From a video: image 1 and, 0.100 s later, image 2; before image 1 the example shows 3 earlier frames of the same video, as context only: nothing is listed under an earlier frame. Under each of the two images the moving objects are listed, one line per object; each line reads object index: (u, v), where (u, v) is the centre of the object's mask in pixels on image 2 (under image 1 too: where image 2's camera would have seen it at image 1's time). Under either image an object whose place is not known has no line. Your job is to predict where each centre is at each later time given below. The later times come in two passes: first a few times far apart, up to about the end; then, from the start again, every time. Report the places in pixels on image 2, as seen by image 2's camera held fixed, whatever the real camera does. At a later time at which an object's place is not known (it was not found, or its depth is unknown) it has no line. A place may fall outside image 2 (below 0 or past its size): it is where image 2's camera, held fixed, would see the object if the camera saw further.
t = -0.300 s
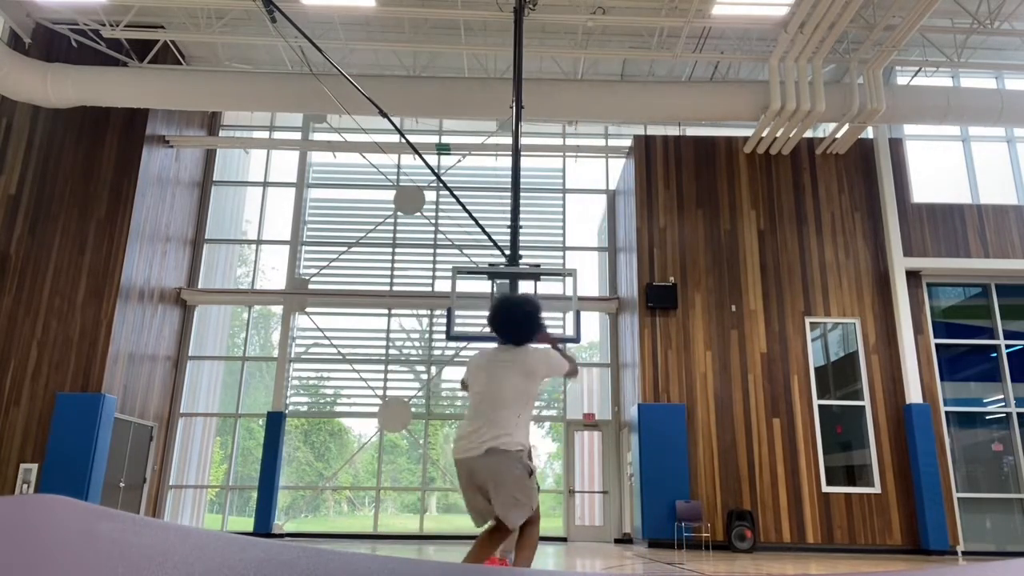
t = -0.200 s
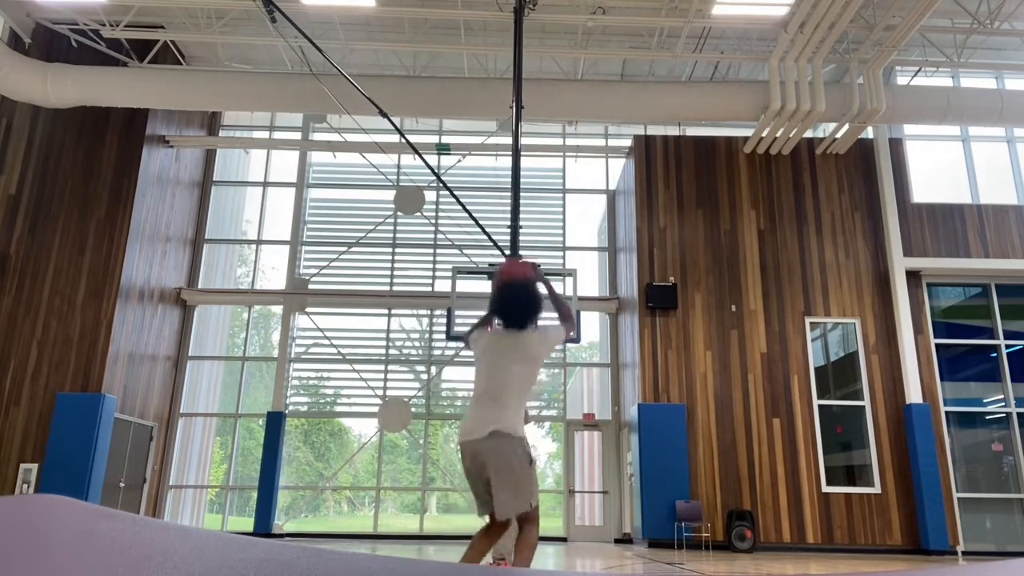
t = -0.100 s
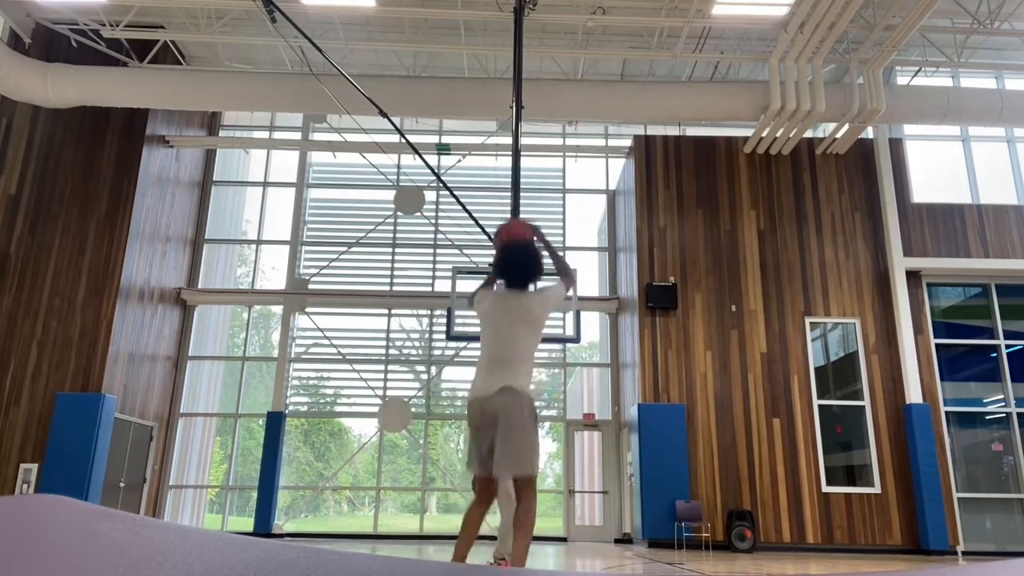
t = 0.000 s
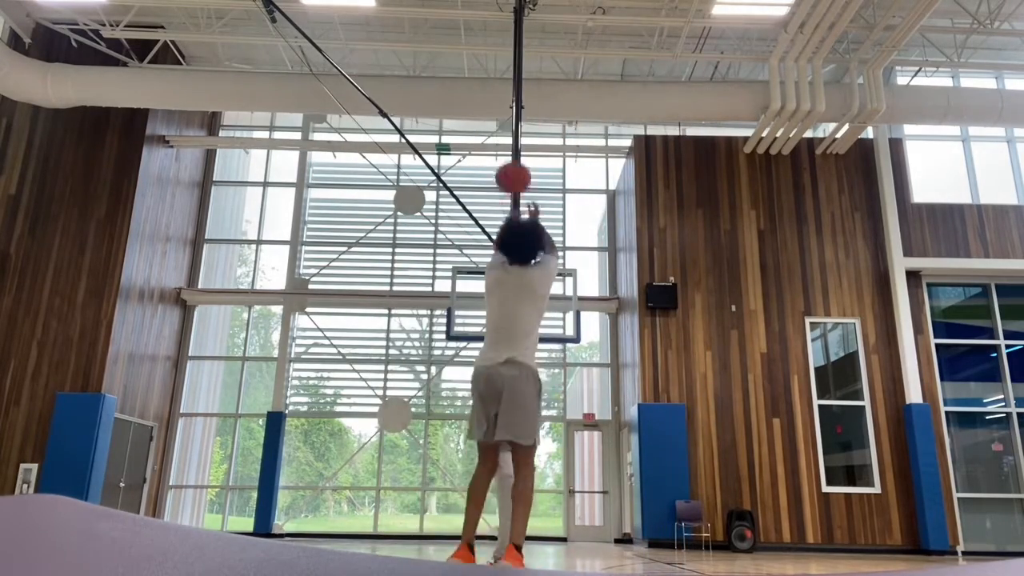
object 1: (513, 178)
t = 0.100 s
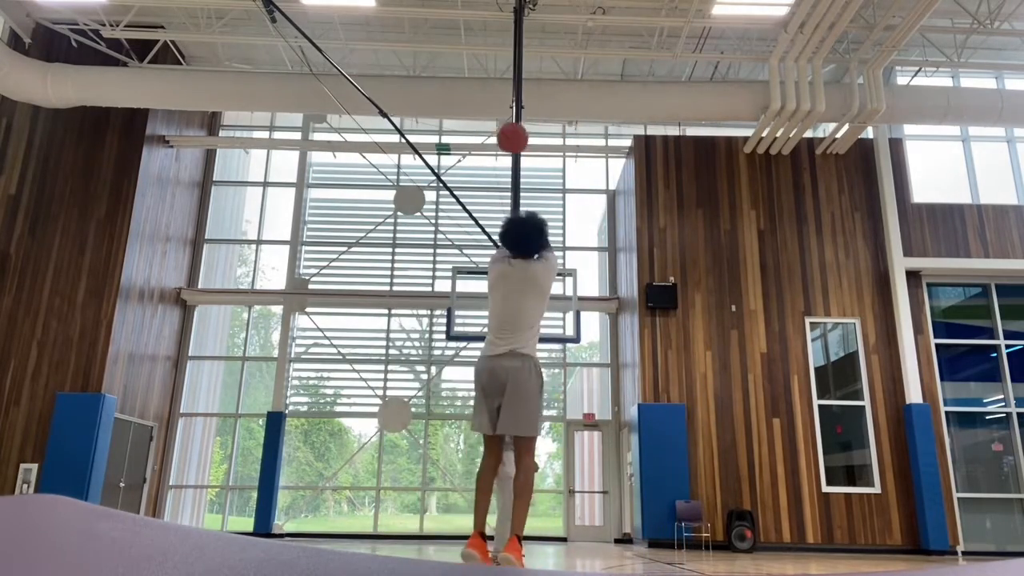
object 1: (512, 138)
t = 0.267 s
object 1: (511, 112)
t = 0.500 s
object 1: (511, 124)
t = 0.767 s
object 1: (510, 182)
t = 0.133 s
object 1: (512, 130)
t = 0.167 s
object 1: (512, 123)
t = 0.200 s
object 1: (511, 118)
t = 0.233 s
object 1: (511, 114)
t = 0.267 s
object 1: (511, 112)
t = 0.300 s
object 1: (511, 112)
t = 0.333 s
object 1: (511, 111)
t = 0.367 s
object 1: (511, 112)
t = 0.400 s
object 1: (511, 114)
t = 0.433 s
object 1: (511, 117)
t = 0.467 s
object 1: (511, 121)
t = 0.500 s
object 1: (511, 124)
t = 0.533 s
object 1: (511, 130)
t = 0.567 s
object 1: (511, 136)
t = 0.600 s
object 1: (511, 142)
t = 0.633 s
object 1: (510, 149)
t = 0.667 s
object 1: (510, 156)
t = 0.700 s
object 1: (510, 164)
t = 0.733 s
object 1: (510, 174)
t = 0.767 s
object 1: (510, 182)
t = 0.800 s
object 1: (511, 192)
